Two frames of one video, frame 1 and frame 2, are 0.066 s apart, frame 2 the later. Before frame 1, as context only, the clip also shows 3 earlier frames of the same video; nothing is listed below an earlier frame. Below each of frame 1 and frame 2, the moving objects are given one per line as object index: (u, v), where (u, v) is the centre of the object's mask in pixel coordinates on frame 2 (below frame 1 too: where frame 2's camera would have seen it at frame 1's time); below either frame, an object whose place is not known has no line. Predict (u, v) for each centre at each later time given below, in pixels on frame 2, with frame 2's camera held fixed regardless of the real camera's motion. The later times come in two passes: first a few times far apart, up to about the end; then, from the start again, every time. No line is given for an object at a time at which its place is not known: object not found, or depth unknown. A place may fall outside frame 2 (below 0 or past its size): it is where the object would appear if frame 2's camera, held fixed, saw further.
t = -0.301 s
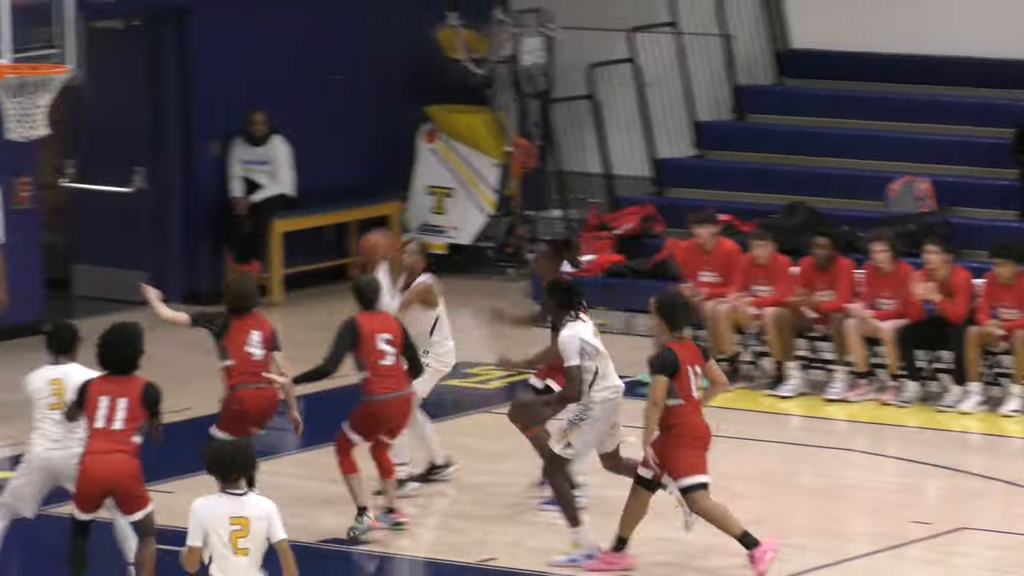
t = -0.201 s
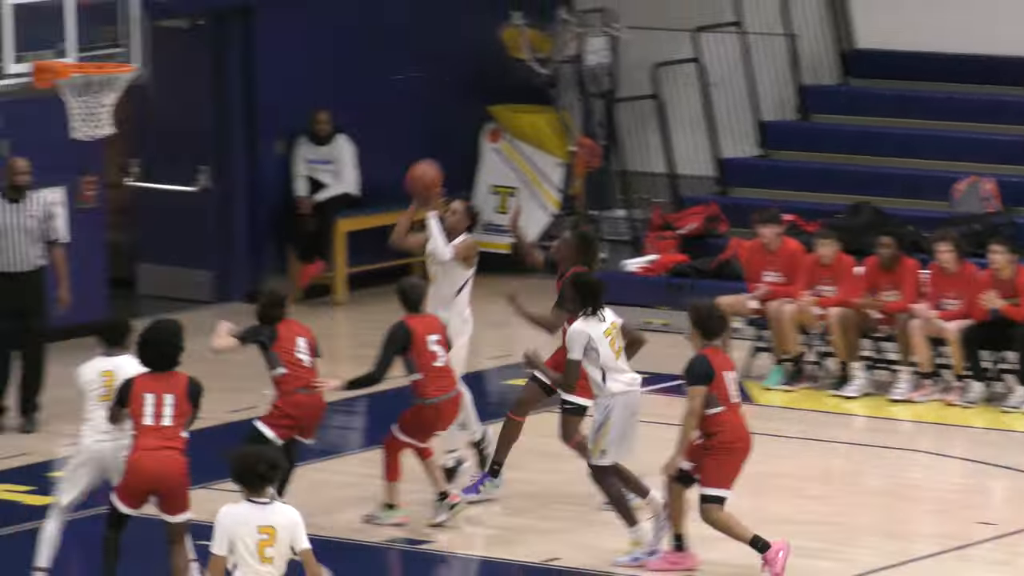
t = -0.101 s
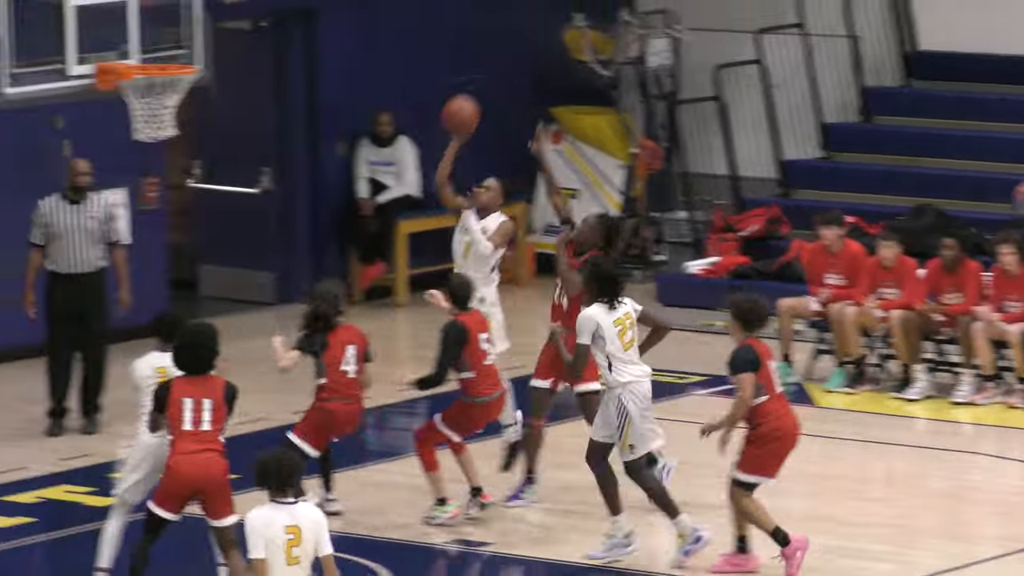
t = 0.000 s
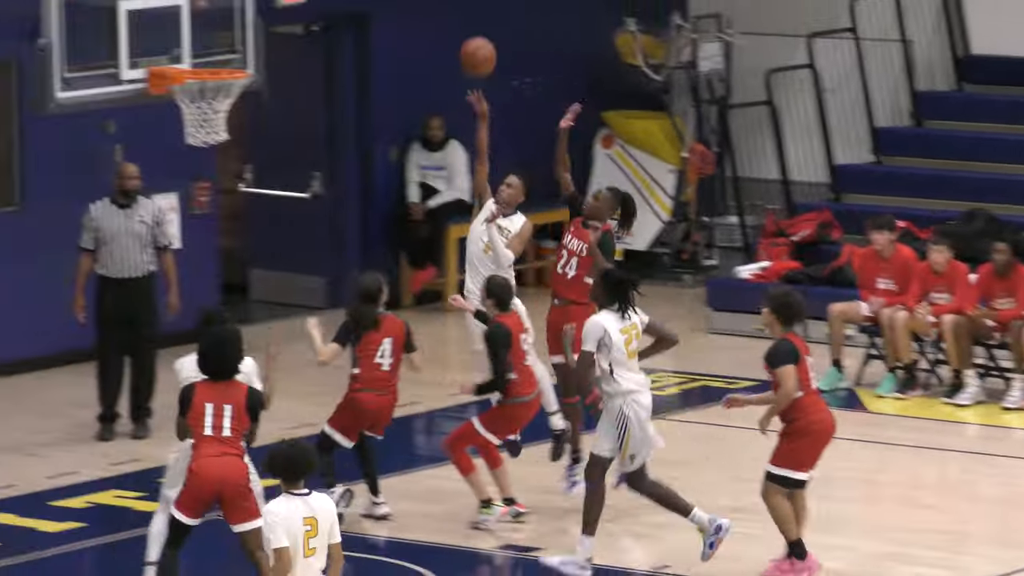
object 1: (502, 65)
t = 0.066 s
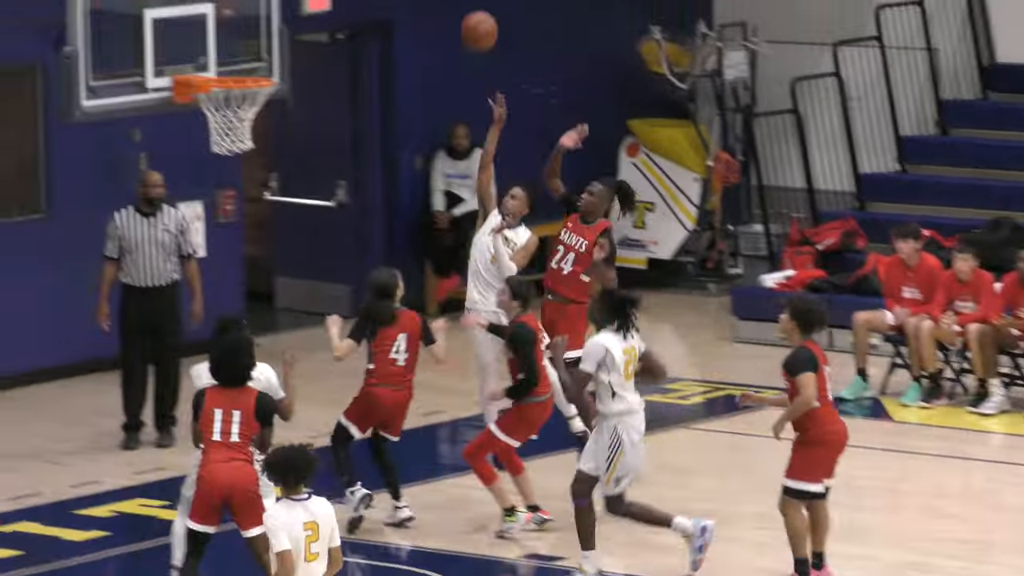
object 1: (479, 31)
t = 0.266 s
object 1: (410, -31)
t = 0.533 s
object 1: (313, -17)
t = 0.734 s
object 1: (248, 58)
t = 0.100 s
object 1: (467, 17)
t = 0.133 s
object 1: (455, 5)
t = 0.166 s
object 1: (444, -6)
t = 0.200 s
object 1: (433, -15)
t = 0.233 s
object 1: (421, -24)
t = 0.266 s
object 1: (410, -31)
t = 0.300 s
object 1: (397, -37)
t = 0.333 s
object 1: (385, -39)
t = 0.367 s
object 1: (374, -40)
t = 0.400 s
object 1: (361, -39)
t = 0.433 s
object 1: (350, -37)
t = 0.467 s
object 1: (338, -32)
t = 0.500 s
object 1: (326, -26)
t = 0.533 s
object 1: (313, -17)
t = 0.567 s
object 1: (302, -6)
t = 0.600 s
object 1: (290, 6)
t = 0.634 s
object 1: (279, 21)
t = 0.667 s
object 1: (265, 38)
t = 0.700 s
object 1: (253, 55)
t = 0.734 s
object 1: (248, 58)
